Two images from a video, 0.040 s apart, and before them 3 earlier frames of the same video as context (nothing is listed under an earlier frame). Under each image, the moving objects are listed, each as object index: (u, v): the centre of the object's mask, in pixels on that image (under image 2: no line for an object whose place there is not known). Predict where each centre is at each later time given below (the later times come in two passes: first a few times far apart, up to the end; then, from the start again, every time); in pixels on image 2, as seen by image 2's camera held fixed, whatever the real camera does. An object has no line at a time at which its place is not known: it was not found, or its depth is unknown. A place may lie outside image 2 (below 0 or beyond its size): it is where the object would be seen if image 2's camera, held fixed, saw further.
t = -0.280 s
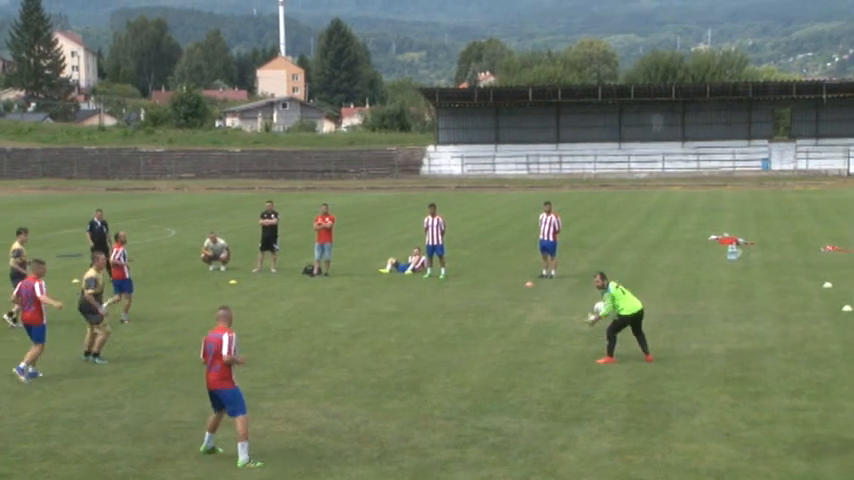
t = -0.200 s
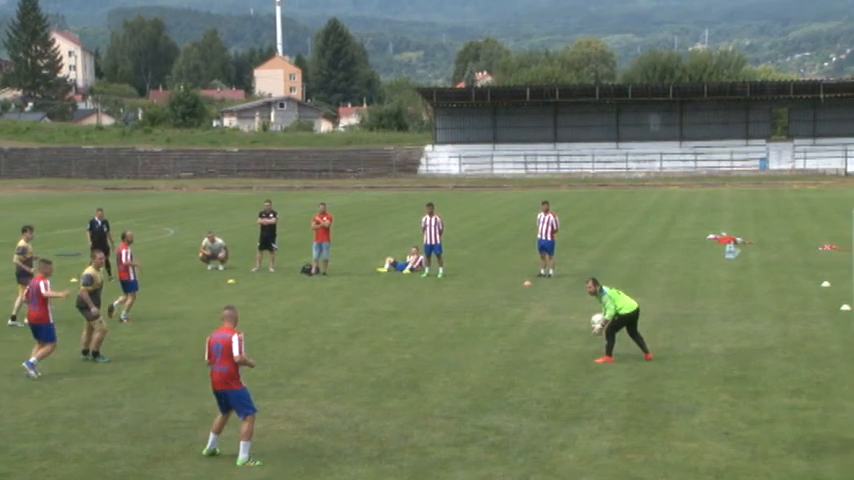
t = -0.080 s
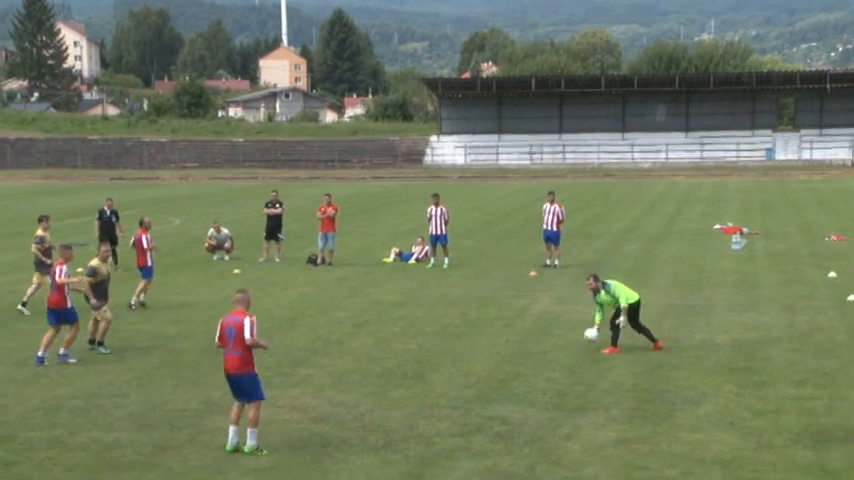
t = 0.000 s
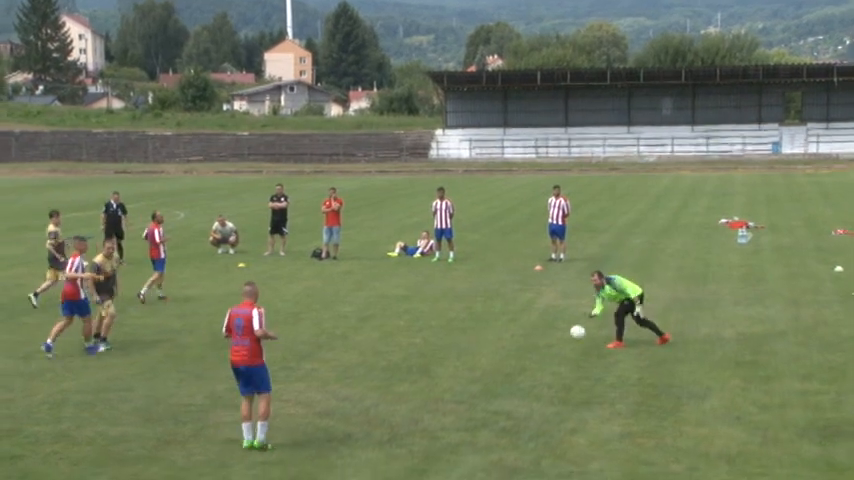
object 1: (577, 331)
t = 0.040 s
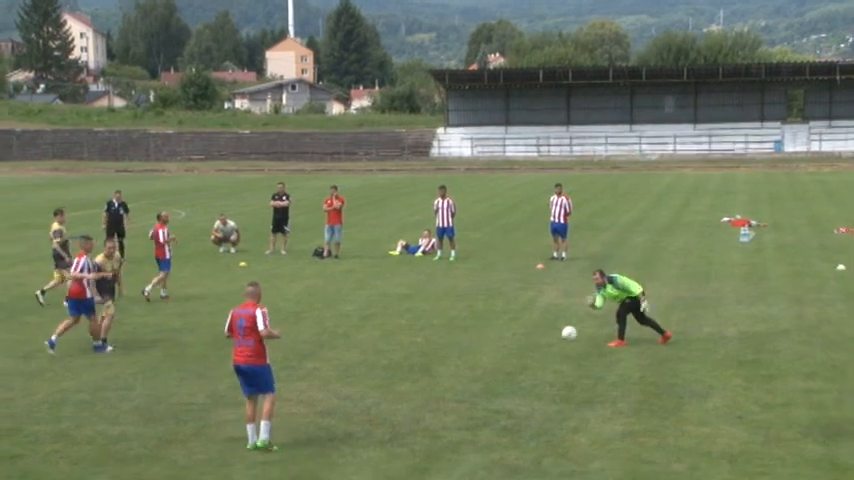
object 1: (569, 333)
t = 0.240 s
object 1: (515, 363)
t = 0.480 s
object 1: (461, 377)
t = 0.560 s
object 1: (442, 388)
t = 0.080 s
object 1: (559, 337)
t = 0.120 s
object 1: (548, 341)
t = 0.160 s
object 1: (538, 347)
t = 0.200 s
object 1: (527, 354)
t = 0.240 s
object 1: (515, 363)
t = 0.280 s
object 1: (504, 372)
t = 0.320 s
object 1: (495, 371)
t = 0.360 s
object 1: (487, 371)
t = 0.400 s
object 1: (478, 371)
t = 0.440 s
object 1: (469, 374)
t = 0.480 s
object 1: (461, 377)
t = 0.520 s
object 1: (451, 382)
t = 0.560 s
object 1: (442, 388)
